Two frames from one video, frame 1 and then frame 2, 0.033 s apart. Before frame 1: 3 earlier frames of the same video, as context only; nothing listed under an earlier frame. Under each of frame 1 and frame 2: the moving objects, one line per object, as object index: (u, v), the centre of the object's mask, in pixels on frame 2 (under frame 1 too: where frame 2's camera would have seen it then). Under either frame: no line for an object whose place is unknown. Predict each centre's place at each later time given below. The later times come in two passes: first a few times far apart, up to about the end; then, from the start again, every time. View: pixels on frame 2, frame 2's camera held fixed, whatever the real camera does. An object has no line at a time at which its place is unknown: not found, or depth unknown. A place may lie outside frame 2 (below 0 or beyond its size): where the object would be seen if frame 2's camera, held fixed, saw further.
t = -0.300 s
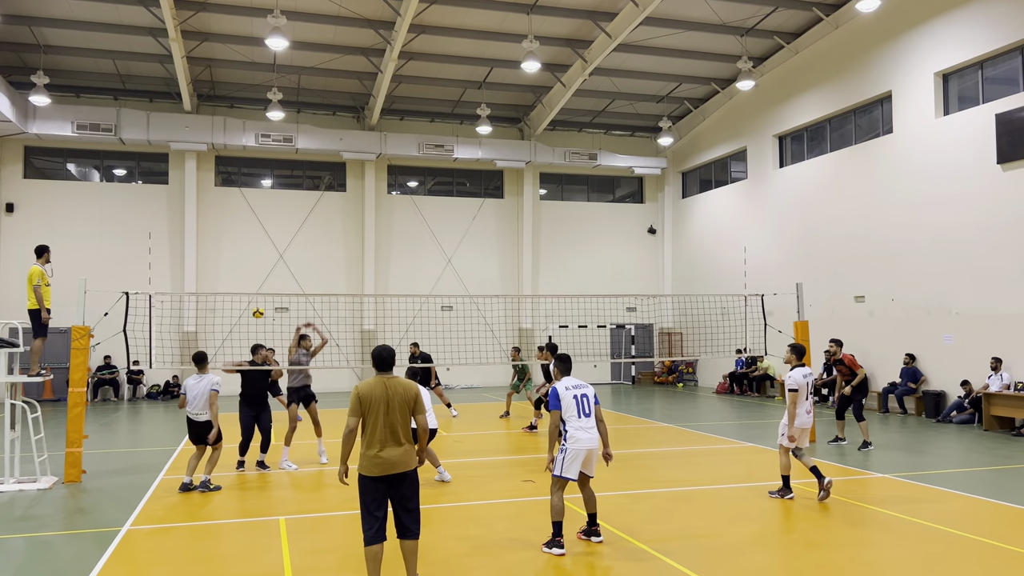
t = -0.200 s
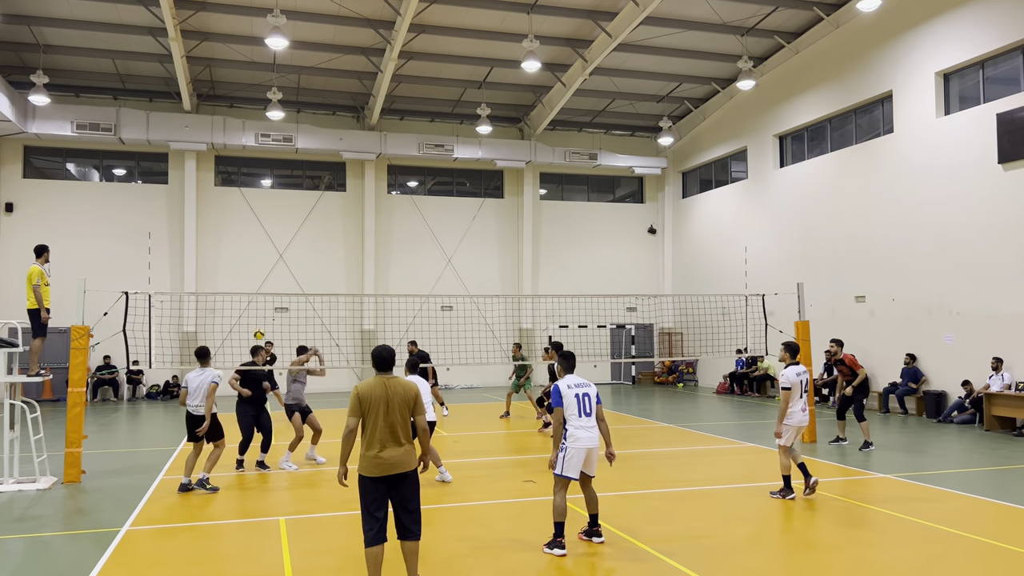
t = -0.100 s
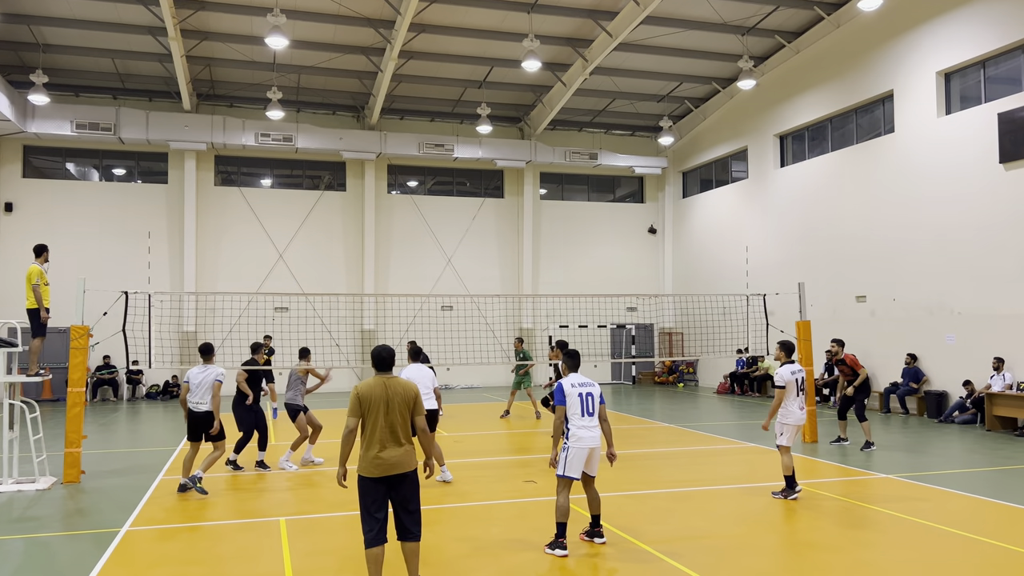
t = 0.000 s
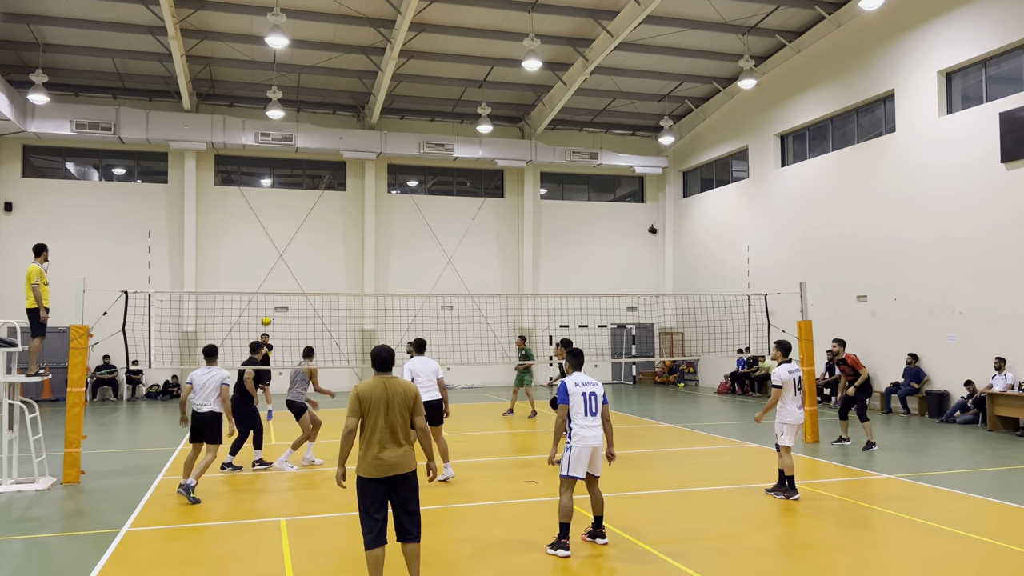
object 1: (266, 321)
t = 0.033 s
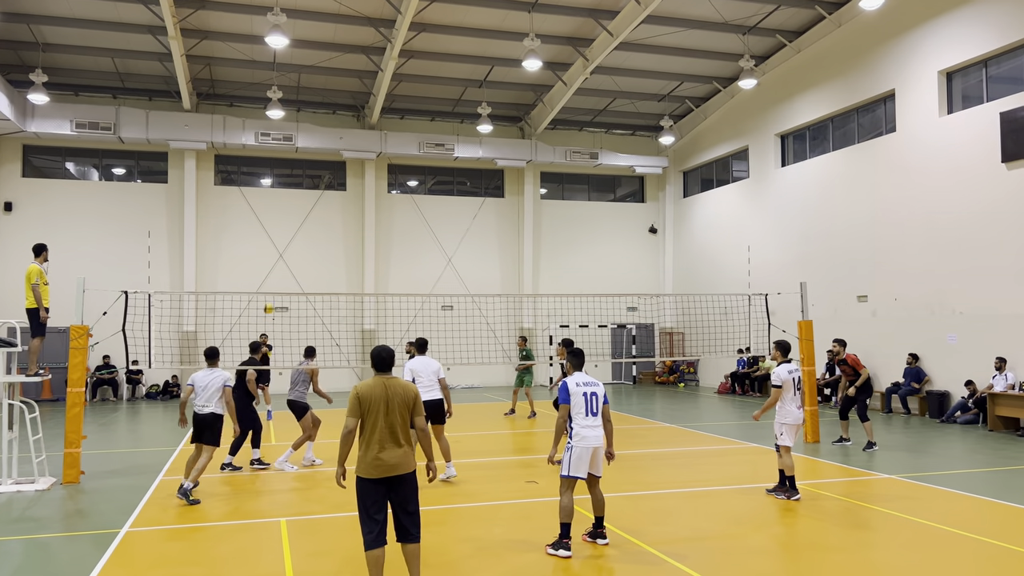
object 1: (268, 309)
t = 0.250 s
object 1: (283, 238)
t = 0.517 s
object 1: (303, 181)
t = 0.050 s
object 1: (270, 303)
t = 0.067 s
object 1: (270, 298)
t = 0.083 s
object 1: (272, 290)
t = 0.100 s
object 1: (273, 285)
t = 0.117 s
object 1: (273, 280)
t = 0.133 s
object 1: (275, 274)
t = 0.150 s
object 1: (276, 269)
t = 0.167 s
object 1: (277, 263)
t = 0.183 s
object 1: (278, 258)
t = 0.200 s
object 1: (279, 253)
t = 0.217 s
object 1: (280, 248)
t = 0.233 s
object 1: (282, 243)
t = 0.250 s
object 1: (283, 238)
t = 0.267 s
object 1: (284, 234)
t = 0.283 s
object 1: (286, 229)
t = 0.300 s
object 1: (287, 225)
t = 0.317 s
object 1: (288, 221)
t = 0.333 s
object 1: (289, 217)
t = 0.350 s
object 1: (290, 213)
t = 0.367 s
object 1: (291, 209)
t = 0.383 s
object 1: (293, 206)
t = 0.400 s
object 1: (294, 202)
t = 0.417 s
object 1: (295, 198)
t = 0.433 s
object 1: (296, 196)
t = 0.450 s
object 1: (297, 192)
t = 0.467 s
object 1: (299, 189)
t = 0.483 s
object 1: (300, 186)
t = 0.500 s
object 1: (301, 184)
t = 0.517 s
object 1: (303, 181)
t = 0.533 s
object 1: (304, 179)
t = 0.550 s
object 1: (305, 176)
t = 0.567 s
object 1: (306, 174)
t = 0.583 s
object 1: (307, 172)
